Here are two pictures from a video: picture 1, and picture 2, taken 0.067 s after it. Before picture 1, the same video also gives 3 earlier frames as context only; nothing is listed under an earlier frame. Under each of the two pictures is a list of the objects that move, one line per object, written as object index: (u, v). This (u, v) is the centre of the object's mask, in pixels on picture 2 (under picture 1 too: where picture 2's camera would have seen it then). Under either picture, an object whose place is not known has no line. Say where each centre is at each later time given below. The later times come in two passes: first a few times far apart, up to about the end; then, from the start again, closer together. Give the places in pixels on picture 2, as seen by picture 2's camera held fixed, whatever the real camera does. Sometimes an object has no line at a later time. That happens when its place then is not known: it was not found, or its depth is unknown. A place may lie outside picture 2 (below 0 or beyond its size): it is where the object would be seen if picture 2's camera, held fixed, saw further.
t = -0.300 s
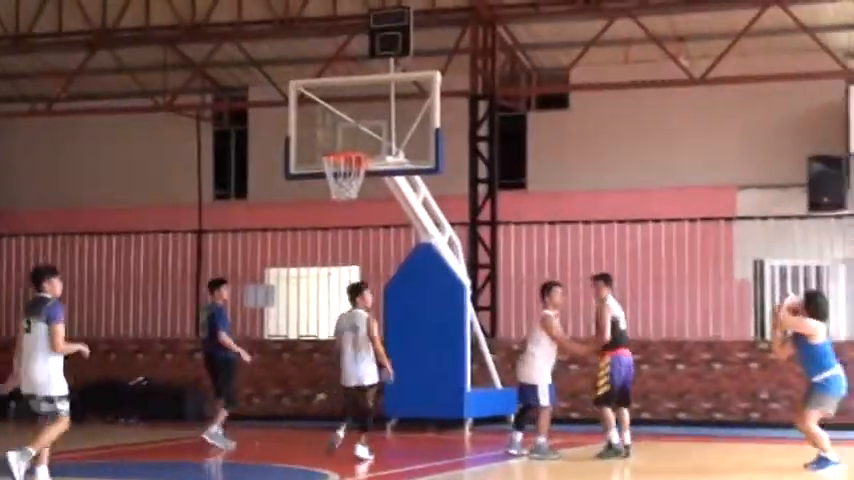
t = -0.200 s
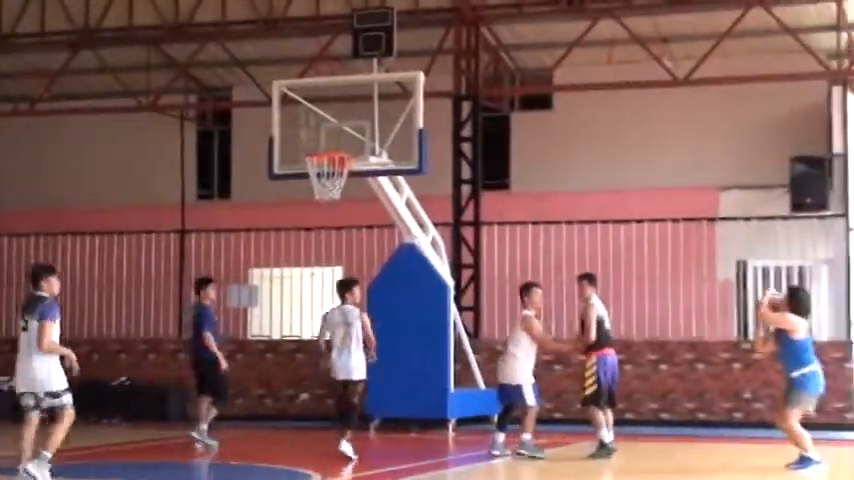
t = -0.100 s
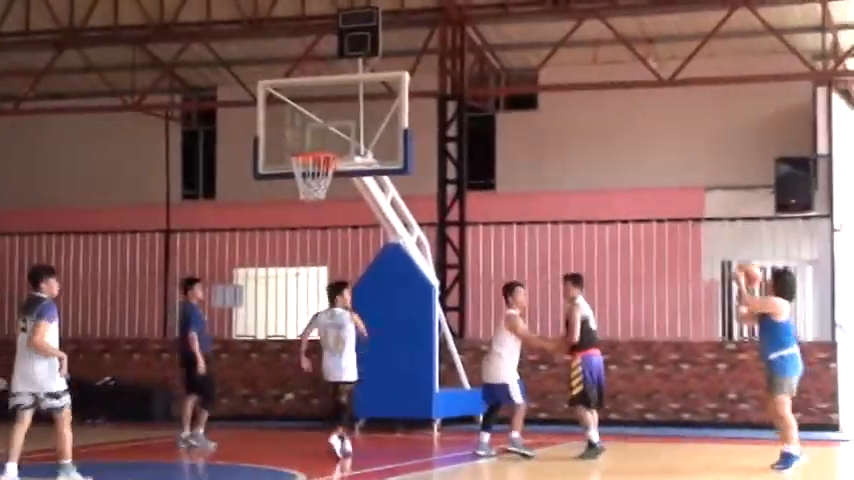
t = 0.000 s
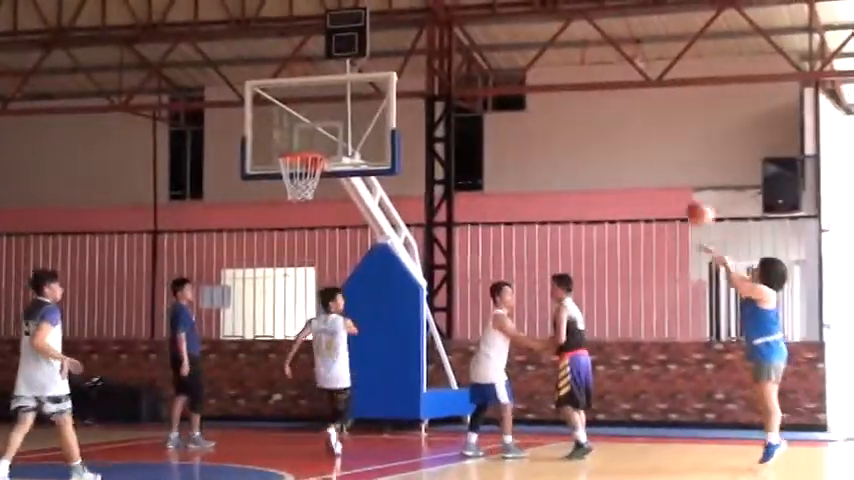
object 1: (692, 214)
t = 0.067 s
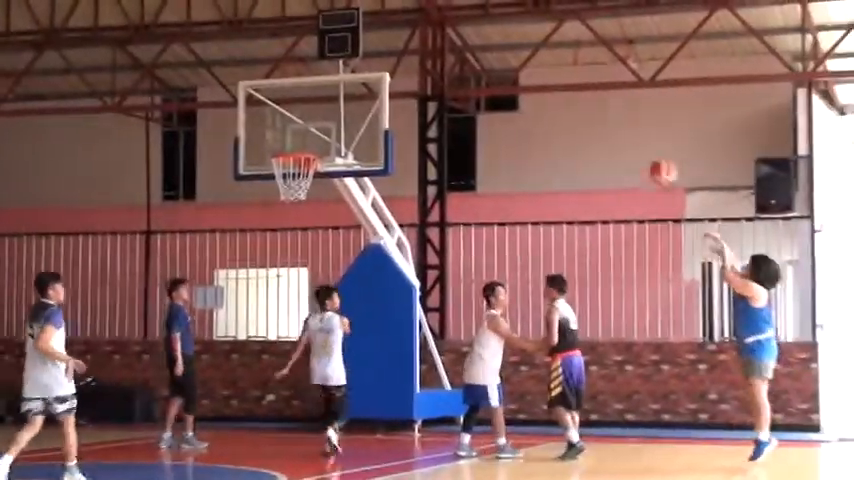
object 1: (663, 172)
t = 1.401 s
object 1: (252, 128)
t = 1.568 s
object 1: (228, 151)
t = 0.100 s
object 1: (648, 153)
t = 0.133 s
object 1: (633, 137)
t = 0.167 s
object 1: (620, 119)
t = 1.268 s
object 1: (267, 125)
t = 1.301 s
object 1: (265, 125)
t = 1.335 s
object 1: (265, 126)
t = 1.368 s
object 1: (259, 128)
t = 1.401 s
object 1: (252, 128)
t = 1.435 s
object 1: (246, 131)
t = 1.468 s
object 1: (241, 133)
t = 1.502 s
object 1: (238, 138)
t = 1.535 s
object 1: (231, 145)
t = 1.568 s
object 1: (228, 151)
